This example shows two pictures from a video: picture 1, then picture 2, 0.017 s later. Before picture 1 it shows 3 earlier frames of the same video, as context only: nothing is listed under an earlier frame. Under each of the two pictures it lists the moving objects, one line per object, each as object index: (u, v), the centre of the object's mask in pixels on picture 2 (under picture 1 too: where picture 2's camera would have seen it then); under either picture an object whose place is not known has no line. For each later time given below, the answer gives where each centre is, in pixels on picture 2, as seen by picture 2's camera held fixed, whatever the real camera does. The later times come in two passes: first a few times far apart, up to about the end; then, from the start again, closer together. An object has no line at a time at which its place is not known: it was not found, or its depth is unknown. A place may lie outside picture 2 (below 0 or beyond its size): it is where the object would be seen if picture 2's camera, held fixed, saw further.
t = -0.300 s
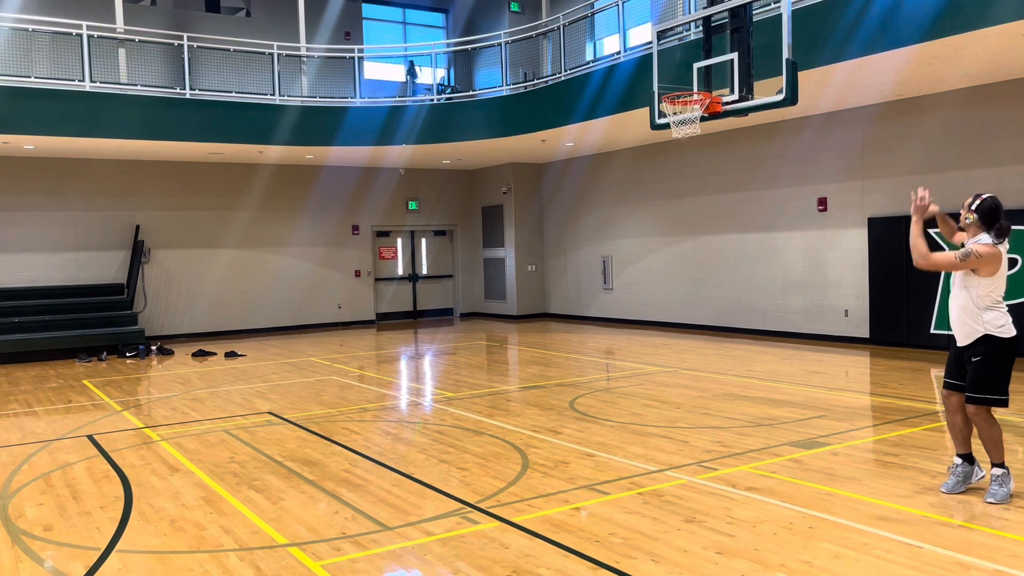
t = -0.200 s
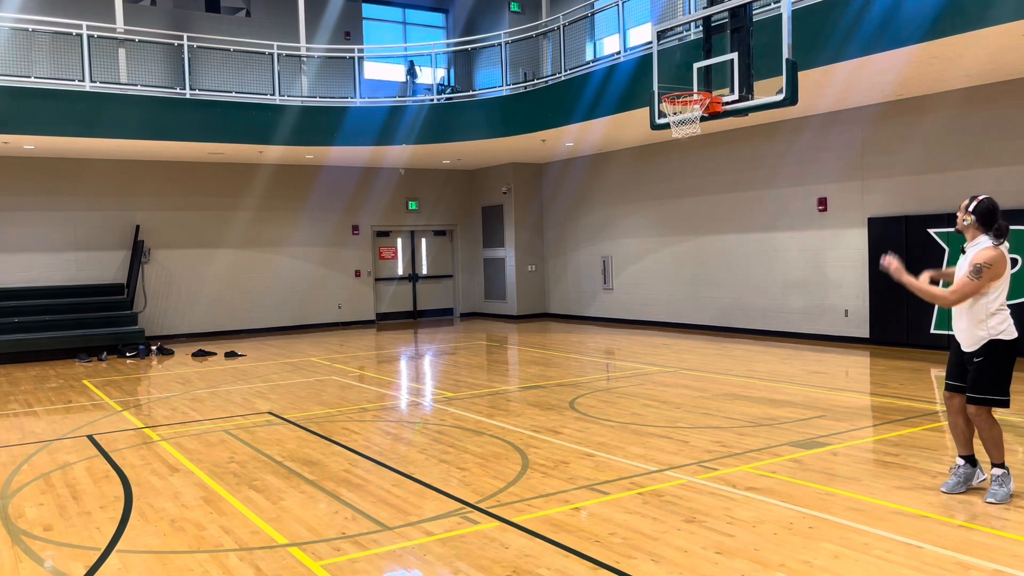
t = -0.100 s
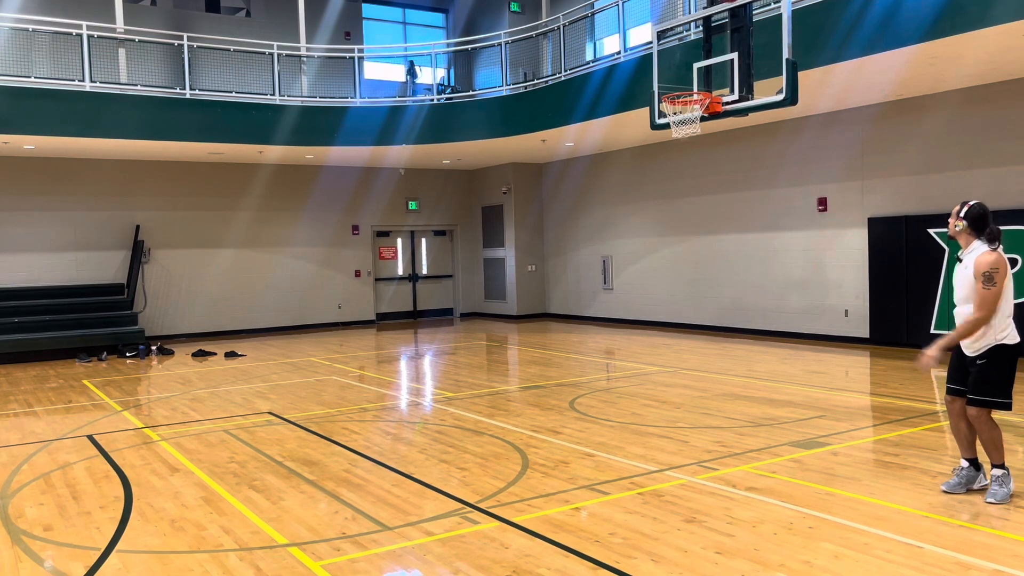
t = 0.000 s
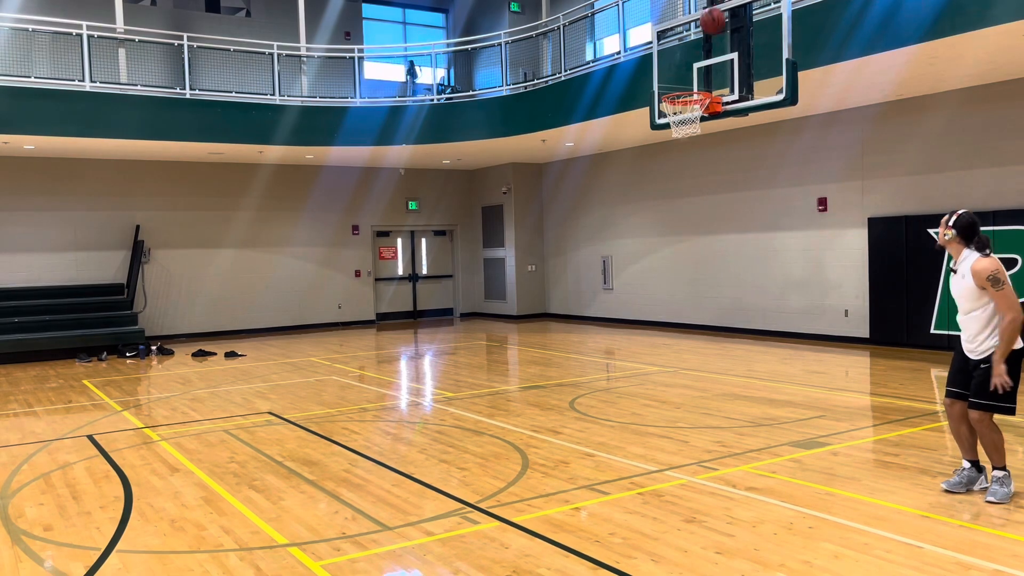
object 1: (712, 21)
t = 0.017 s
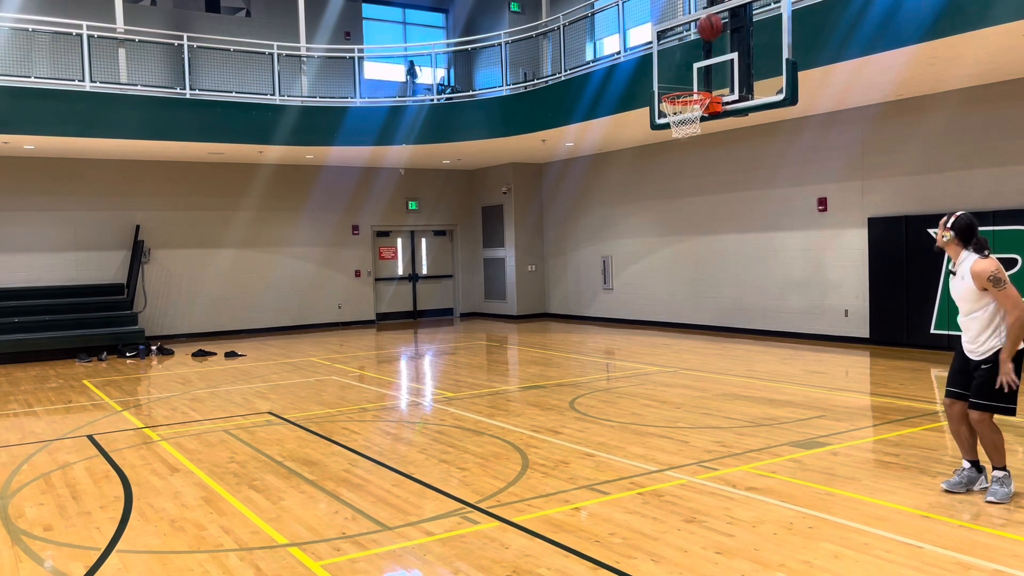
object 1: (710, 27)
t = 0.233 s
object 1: (677, 125)
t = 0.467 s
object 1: (681, 180)
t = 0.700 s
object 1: (684, 285)
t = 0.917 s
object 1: (689, 361)
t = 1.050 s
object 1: (694, 319)
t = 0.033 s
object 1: (707, 33)
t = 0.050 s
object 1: (704, 39)
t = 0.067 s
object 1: (702, 46)
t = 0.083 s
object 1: (699, 53)
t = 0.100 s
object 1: (696, 60)
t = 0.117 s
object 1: (693, 67)
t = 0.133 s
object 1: (691, 75)
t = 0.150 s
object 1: (688, 81)
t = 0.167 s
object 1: (686, 86)
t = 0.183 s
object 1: (683, 98)
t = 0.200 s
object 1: (680, 106)
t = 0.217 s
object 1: (679, 107)
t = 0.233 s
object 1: (677, 125)
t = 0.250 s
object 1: (679, 129)
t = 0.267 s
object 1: (678, 128)
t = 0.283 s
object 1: (679, 130)
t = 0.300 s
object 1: (679, 133)
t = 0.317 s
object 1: (679, 137)
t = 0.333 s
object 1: (679, 141)
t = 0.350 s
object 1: (679, 145)
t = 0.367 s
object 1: (679, 149)
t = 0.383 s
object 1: (679, 154)
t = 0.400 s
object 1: (680, 159)
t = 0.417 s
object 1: (680, 164)
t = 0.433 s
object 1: (680, 169)
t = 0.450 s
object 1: (680, 175)
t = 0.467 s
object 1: (681, 180)
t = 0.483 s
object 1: (681, 186)
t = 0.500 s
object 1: (681, 193)
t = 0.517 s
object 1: (681, 200)
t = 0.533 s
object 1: (681, 206)
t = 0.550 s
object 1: (682, 213)
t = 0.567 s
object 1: (682, 220)
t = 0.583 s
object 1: (682, 227)
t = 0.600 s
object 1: (682, 235)
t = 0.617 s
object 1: (682, 243)
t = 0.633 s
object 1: (683, 251)
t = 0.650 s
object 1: (683, 259)
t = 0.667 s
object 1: (683, 267)
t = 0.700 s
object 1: (684, 285)
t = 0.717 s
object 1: (684, 294)
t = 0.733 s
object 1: (684, 303)
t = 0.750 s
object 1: (685, 312)
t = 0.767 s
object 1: (685, 322)
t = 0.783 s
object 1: (685, 333)
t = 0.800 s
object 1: (685, 343)
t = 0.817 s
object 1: (686, 353)
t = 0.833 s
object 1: (686, 363)
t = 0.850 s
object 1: (686, 374)
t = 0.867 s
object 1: (687, 381)
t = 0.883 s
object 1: (687, 374)
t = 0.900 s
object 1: (688, 368)
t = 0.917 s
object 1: (689, 361)
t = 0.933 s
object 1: (689, 355)
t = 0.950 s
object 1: (690, 349)
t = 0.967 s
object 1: (691, 344)
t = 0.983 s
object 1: (691, 338)
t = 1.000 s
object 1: (692, 333)
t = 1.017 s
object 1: (693, 328)
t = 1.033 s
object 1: (694, 323)
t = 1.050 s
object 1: (694, 319)
